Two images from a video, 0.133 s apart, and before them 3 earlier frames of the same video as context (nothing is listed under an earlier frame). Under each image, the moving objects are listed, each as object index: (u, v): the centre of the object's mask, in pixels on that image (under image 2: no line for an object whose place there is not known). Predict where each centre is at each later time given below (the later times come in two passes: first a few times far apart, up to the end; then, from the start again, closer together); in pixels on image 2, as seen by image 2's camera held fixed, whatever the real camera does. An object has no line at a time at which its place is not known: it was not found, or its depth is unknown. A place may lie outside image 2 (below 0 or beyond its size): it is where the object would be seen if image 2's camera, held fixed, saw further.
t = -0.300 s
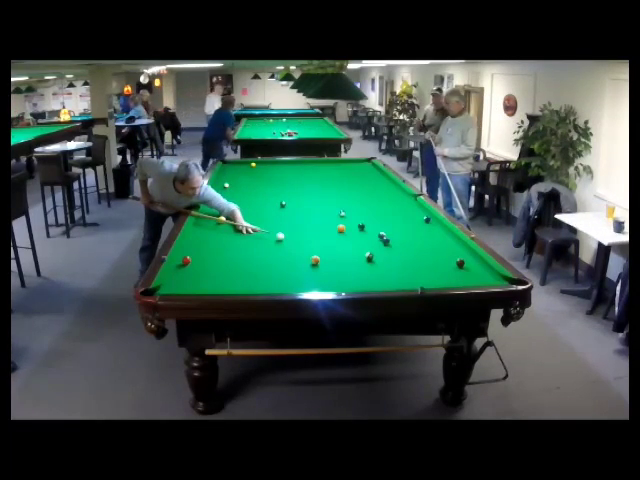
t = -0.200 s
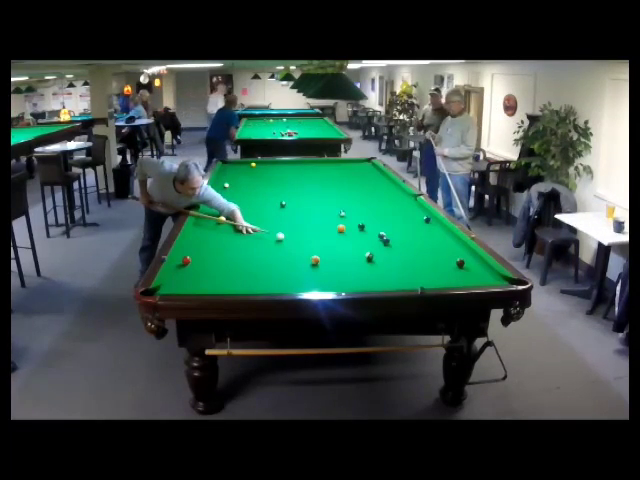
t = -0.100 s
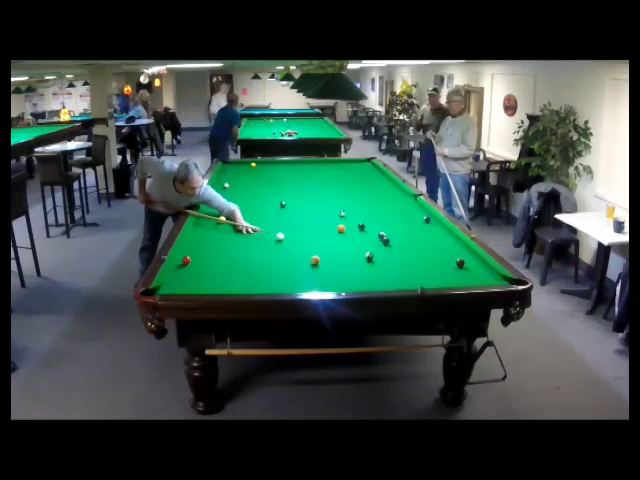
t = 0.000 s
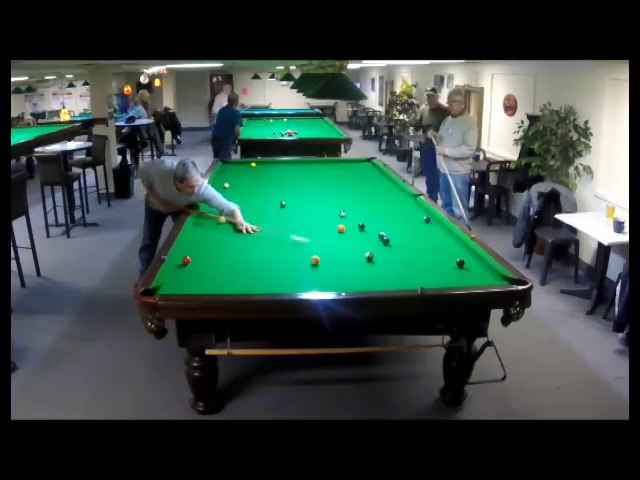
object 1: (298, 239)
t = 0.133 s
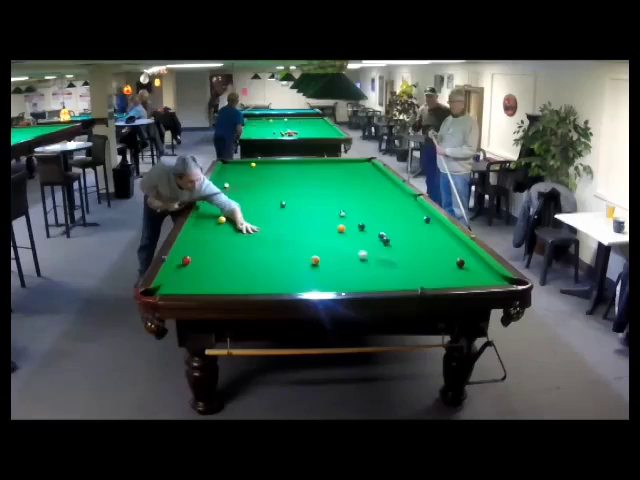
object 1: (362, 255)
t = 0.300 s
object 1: (377, 259)
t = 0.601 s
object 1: (427, 272)
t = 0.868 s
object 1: (470, 279)
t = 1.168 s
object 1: (488, 271)
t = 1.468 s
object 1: (472, 266)
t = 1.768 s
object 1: (461, 266)
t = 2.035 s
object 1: (455, 266)
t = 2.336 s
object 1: (449, 266)
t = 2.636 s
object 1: (445, 266)
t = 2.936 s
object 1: (443, 266)
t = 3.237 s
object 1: (442, 266)
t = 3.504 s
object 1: (442, 266)
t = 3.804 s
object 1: (442, 266)
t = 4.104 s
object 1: (442, 266)
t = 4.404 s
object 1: (442, 266)
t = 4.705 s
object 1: (442, 267)
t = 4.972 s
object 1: (442, 266)
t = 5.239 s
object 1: (442, 265)
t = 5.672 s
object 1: (440, 264)
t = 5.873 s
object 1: (442, 266)
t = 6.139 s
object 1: (442, 267)
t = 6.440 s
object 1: (442, 267)
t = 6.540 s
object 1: (442, 267)
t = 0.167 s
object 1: (364, 256)
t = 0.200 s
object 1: (367, 256)
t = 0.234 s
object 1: (370, 257)
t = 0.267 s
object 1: (373, 258)
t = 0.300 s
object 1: (377, 259)
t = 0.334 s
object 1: (382, 261)
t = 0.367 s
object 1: (387, 262)
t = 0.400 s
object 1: (392, 263)
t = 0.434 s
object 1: (398, 264)
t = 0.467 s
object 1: (403, 266)
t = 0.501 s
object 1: (409, 267)
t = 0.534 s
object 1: (415, 269)
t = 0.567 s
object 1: (421, 270)
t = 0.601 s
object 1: (427, 272)
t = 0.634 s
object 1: (433, 273)
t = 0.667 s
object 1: (439, 275)
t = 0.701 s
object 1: (445, 276)
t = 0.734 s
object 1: (451, 276)
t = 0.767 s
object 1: (457, 278)
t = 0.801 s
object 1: (463, 279)
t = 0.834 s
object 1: (468, 280)
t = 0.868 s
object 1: (470, 279)
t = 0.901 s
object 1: (472, 278)
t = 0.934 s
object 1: (474, 277)
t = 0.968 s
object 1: (476, 276)
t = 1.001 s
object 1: (478, 276)
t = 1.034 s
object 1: (480, 275)
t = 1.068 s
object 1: (482, 274)
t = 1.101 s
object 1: (484, 273)
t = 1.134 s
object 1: (486, 273)
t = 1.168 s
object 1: (488, 271)
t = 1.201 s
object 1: (490, 270)
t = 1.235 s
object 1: (488, 270)
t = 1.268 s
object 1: (486, 269)
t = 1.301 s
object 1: (483, 269)
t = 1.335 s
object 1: (481, 268)
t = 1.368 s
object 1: (479, 268)
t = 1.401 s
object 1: (476, 267)
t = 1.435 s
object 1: (474, 267)
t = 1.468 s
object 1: (472, 266)
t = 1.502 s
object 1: (470, 266)
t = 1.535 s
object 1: (467, 266)
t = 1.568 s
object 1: (467, 265)
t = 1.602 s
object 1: (465, 266)
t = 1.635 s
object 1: (465, 265)
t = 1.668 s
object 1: (464, 265)
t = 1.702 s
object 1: (463, 265)
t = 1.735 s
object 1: (462, 266)
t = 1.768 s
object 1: (461, 266)
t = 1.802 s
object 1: (460, 265)
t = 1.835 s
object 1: (460, 265)
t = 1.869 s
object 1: (459, 266)
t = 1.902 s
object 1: (458, 266)
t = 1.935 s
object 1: (458, 265)
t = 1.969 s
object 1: (457, 265)
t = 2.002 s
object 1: (456, 265)
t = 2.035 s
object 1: (455, 266)
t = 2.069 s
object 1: (455, 266)
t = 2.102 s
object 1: (454, 265)
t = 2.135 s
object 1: (453, 266)
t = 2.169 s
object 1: (453, 266)
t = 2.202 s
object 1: (452, 266)
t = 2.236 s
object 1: (451, 266)
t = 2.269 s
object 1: (451, 266)
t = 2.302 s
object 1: (450, 266)
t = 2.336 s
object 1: (449, 266)
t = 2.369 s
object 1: (449, 266)
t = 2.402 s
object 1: (448, 266)
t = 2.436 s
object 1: (448, 266)
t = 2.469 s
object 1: (448, 266)
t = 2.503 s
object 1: (447, 266)
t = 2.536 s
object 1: (447, 266)
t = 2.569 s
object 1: (446, 266)
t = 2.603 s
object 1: (446, 266)
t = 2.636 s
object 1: (445, 266)
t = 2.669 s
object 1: (445, 266)
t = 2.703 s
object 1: (445, 266)
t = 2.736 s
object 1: (444, 266)
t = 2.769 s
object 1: (444, 266)
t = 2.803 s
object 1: (444, 266)
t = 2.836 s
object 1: (444, 266)
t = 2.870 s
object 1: (443, 266)
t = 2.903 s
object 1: (443, 266)
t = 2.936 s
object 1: (443, 266)
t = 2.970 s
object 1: (443, 266)
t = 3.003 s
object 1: (443, 266)
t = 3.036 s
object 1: (443, 266)
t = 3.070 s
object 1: (443, 266)
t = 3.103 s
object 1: (443, 266)
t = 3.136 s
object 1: (442, 266)
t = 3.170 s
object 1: (442, 266)
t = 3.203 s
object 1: (442, 266)
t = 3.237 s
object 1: (442, 266)
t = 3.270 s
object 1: (442, 266)
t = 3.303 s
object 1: (442, 266)
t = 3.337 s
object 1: (442, 266)
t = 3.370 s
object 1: (442, 266)
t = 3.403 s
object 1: (442, 266)
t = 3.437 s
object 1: (442, 266)
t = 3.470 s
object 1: (442, 266)
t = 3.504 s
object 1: (442, 266)
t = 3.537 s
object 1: (442, 266)
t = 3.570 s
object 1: (442, 266)
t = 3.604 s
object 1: (442, 266)
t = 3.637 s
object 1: (442, 266)
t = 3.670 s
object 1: (442, 266)
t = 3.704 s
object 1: (442, 266)
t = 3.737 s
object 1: (442, 266)
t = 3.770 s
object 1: (442, 266)
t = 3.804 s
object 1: (442, 266)
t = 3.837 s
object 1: (442, 266)
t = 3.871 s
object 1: (442, 266)
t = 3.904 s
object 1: (442, 266)
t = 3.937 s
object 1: (442, 266)
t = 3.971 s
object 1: (442, 266)
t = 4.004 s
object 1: (442, 266)
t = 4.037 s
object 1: (442, 266)
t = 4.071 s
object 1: (442, 266)
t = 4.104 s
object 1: (442, 266)
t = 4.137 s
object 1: (442, 266)
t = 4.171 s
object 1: (442, 266)
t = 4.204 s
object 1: (442, 266)
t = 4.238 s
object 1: (442, 266)
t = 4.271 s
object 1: (442, 266)
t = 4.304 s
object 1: (442, 266)
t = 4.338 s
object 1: (442, 266)
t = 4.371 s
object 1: (442, 266)
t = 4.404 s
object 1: (442, 266)
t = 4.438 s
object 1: (442, 266)
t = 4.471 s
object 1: (442, 266)
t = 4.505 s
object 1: (442, 266)
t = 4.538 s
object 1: (442, 266)
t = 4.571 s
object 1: (442, 266)
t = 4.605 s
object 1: (442, 266)
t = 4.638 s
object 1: (442, 266)
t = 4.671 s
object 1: (442, 266)
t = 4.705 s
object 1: (442, 267)
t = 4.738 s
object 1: (442, 266)
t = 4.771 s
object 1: (442, 266)
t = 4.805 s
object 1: (442, 266)
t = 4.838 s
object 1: (442, 266)
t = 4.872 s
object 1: (442, 266)
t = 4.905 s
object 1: (442, 266)
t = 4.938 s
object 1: (442, 266)
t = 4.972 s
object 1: (442, 266)
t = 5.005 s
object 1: (442, 266)
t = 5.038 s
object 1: (442, 266)
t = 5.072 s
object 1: (442, 266)
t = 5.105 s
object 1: (442, 266)
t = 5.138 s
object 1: (442, 266)
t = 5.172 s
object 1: (442, 266)
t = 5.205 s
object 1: (442, 266)
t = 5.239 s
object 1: (442, 265)
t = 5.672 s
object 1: (440, 264)
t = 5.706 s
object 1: (441, 266)
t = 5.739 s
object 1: (442, 266)
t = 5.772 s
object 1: (442, 266)
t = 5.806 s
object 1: (442, 266)
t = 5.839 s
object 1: (442, 266)
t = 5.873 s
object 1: (442, 266)
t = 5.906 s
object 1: (442, 266)
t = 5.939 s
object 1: (442, 266)
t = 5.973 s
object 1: (442, 267)
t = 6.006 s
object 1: (442, 267)
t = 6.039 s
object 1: (442, 267)
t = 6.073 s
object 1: (442, 267)
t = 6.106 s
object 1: (442, 267)
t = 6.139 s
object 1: (442, 267)
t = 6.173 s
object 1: (442, 267)
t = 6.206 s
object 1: (442, 267)
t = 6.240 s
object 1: (442, 267)
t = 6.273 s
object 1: (442, 267)
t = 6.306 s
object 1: (442, 267)
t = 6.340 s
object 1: (442, 267)
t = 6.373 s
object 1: (442, 267)
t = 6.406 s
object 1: (442, 267)
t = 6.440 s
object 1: (442, 267)
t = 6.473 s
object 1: (442, 267)
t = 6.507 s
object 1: (442, 267)
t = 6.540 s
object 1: (442, 267)
